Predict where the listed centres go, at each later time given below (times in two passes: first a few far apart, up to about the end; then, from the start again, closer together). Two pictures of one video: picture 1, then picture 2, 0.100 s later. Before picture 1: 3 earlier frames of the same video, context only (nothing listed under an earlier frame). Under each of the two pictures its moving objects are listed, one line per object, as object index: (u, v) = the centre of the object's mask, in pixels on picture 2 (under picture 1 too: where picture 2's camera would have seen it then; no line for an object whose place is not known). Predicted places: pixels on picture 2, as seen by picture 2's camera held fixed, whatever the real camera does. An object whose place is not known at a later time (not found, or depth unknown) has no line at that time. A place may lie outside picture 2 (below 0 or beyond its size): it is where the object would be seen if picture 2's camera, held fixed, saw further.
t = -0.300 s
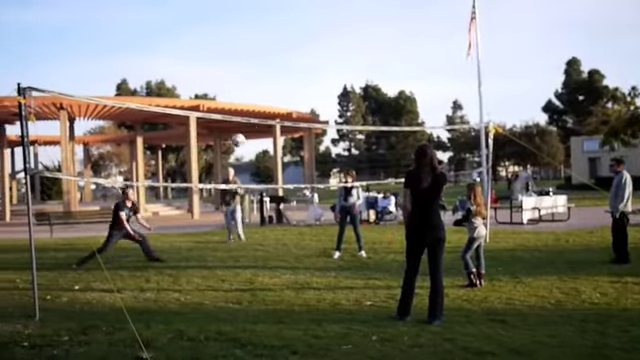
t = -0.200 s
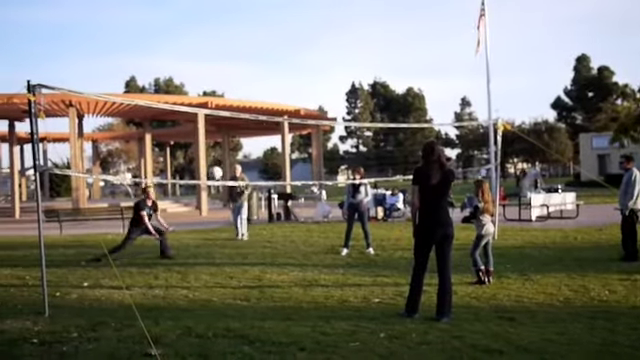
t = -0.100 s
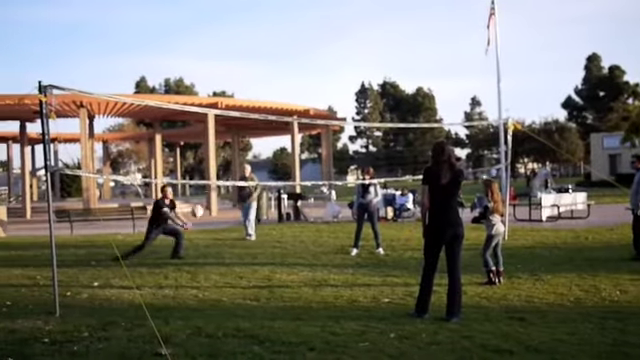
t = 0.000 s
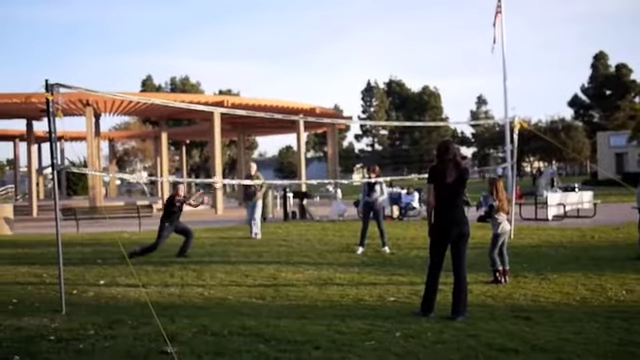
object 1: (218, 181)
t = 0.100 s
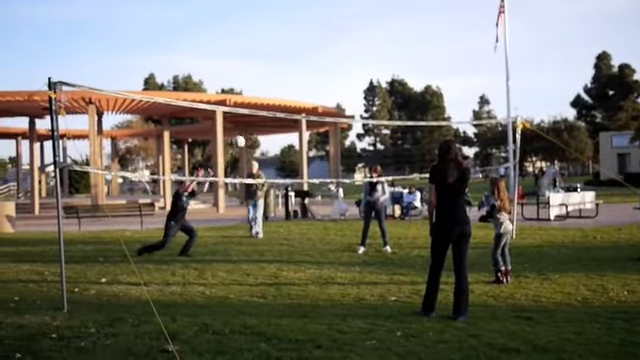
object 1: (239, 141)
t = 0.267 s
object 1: (270, 86)
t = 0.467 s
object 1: (313, 38)
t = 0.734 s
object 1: (372, 8)
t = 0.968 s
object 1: (424, 16)
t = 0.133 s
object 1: (246, 129)
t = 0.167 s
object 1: (252, 118)
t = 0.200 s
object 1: (260, 106)
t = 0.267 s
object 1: (270, 86)
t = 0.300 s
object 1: (277, 77)
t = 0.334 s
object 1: (284, 68)
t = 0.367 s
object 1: (291, 60)
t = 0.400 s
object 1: (298, 52)
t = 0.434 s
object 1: (306, 45)
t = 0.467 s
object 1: (313, 38)
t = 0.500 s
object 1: (321, 32)
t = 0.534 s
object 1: (327, 27)
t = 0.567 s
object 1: (334, 22)
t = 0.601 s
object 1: (342, 18)
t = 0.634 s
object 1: (349, 14)
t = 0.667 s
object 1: (357, 12)
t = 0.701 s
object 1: (365, 10)
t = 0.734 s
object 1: (372, 8)
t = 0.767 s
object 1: (379, 7)
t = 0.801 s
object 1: (386, 7)
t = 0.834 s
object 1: (394, 7)
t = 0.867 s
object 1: (401, 8)
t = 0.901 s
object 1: (409, 10)
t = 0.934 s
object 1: (416, 13)
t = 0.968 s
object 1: (424, 16)
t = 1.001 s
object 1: (431, 19)
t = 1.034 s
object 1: (438, 24)
